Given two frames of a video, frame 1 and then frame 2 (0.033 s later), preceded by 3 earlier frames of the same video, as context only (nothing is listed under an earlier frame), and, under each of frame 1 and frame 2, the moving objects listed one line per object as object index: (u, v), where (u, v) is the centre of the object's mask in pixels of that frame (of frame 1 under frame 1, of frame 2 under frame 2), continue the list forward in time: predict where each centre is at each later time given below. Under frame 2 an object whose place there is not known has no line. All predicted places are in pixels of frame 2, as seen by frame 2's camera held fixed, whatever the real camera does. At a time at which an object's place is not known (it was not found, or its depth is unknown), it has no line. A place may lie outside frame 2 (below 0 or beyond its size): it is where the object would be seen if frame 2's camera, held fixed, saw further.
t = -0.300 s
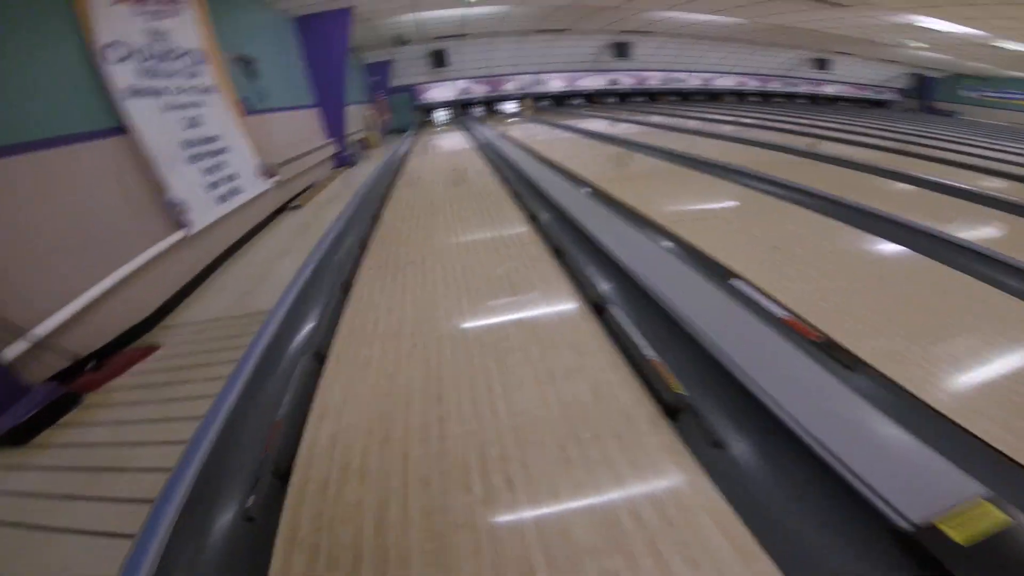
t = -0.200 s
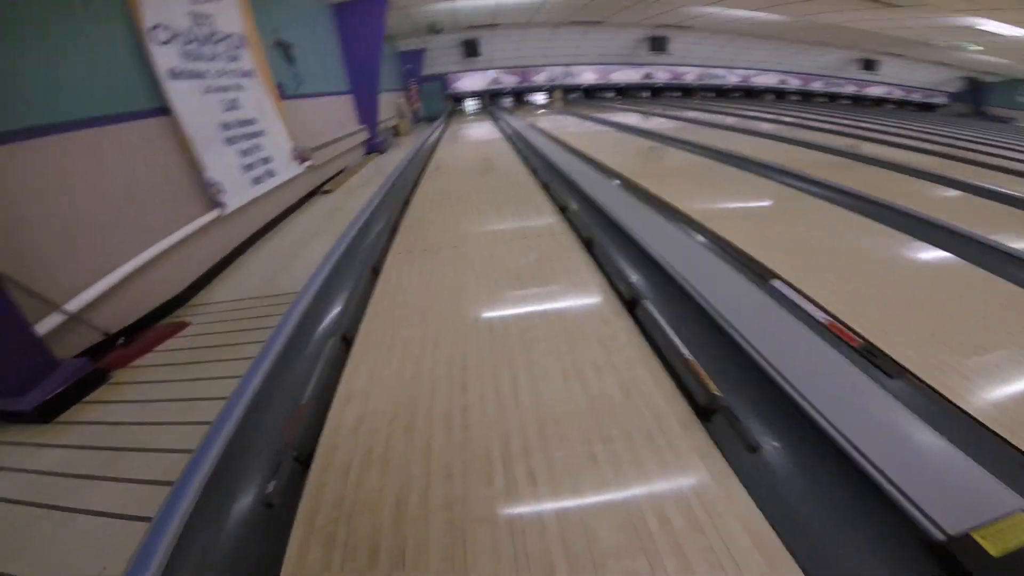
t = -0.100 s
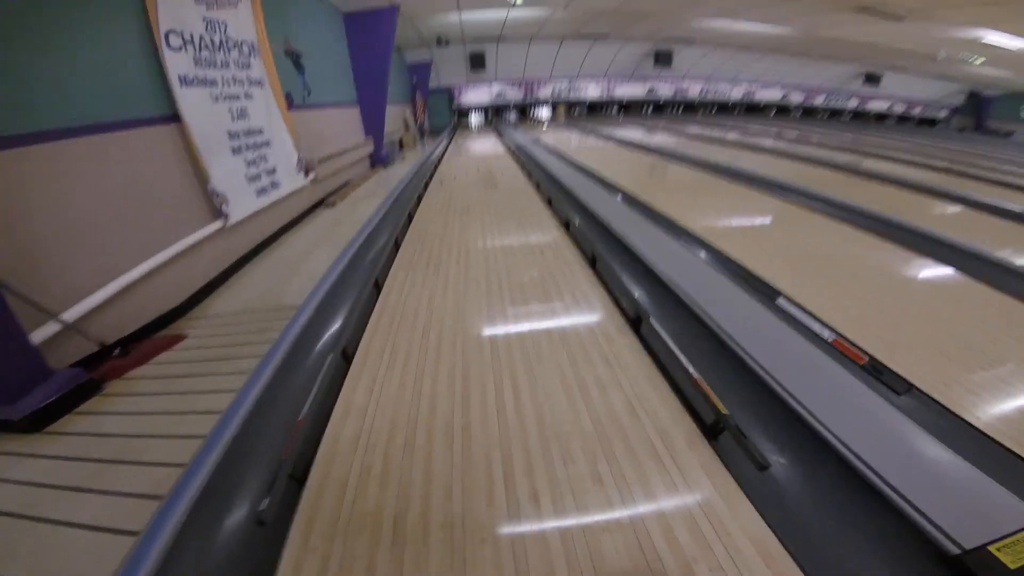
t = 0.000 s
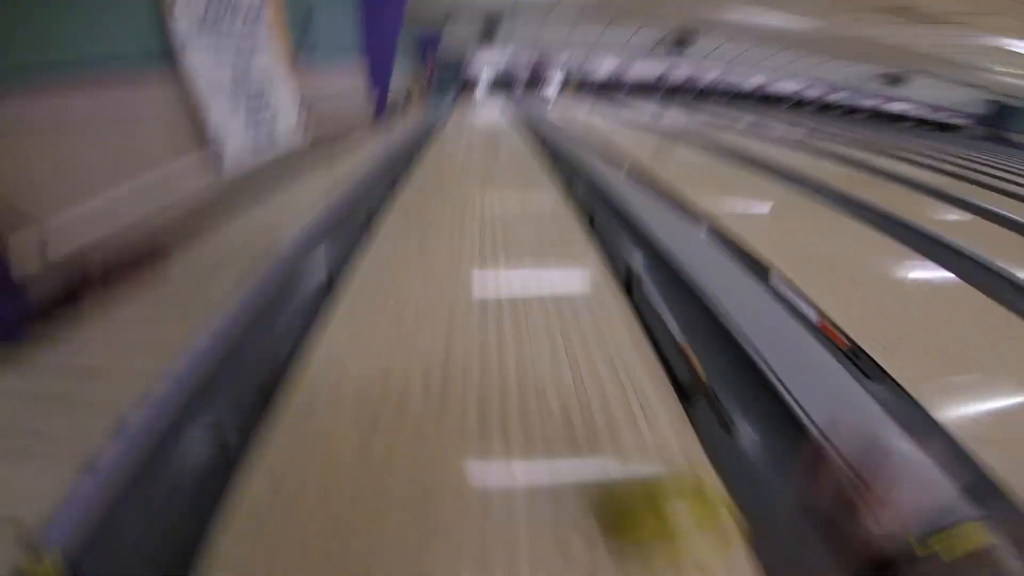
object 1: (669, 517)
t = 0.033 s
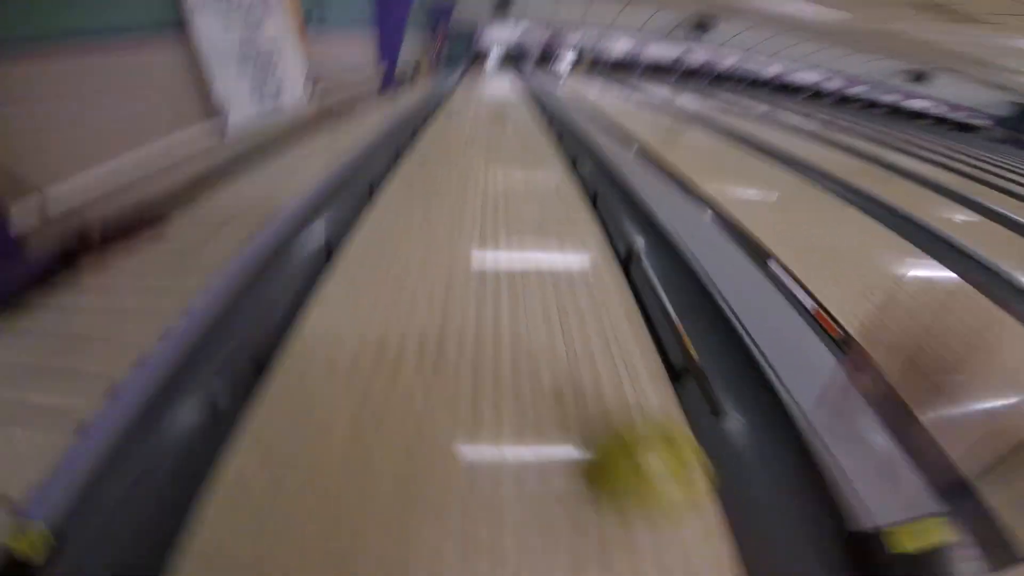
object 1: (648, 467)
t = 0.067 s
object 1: (636, 437)
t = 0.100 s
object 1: (623, 410)
